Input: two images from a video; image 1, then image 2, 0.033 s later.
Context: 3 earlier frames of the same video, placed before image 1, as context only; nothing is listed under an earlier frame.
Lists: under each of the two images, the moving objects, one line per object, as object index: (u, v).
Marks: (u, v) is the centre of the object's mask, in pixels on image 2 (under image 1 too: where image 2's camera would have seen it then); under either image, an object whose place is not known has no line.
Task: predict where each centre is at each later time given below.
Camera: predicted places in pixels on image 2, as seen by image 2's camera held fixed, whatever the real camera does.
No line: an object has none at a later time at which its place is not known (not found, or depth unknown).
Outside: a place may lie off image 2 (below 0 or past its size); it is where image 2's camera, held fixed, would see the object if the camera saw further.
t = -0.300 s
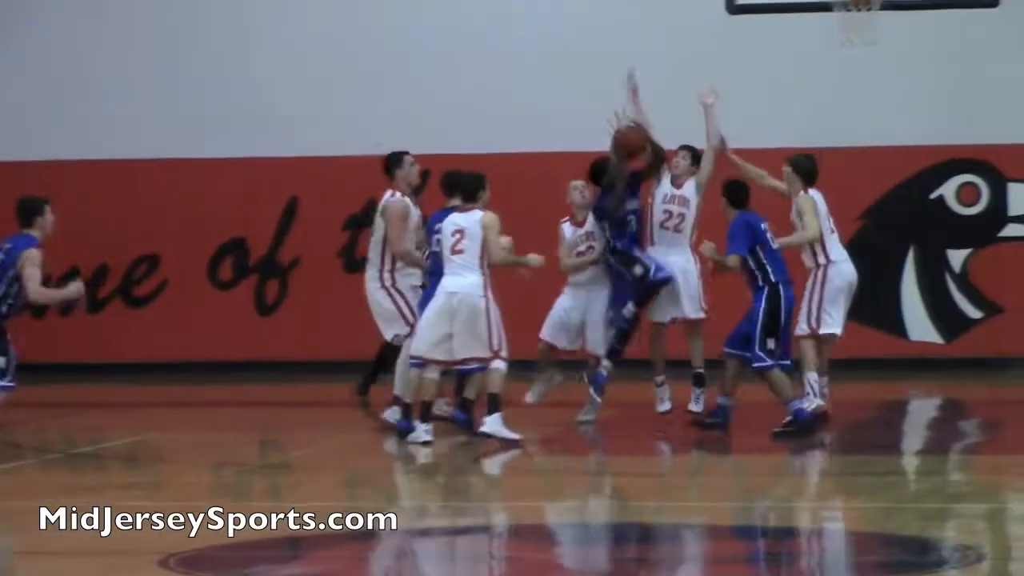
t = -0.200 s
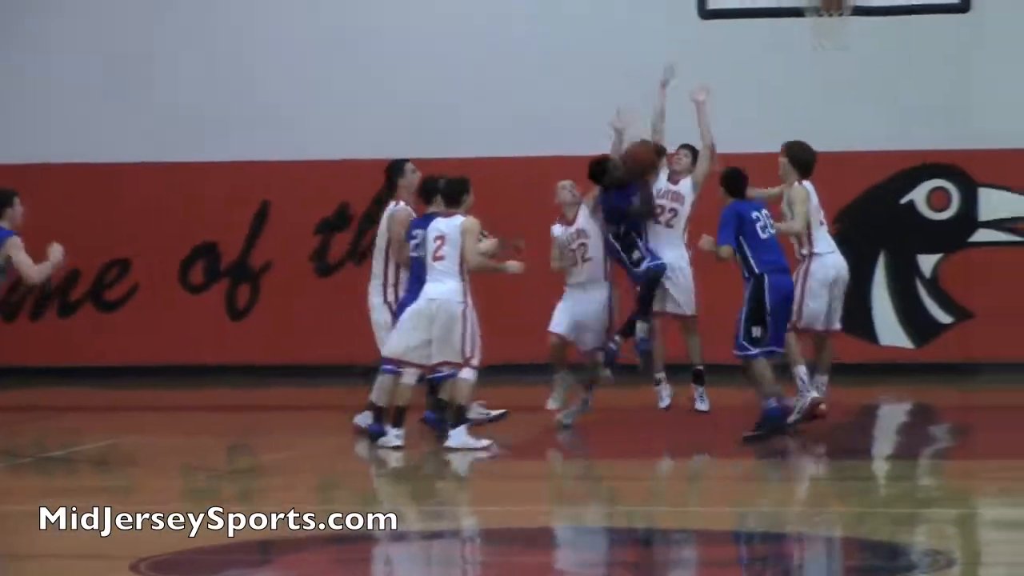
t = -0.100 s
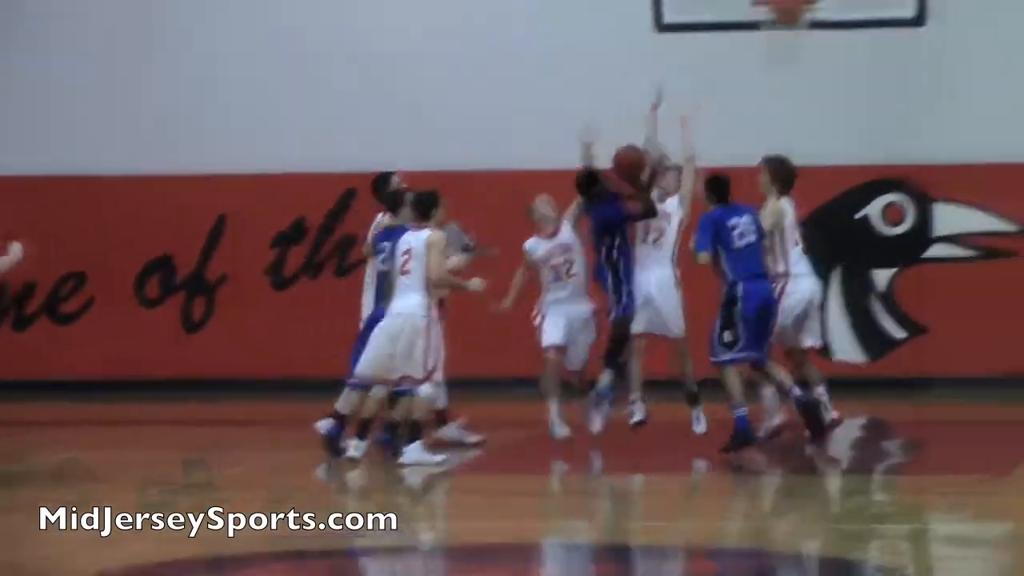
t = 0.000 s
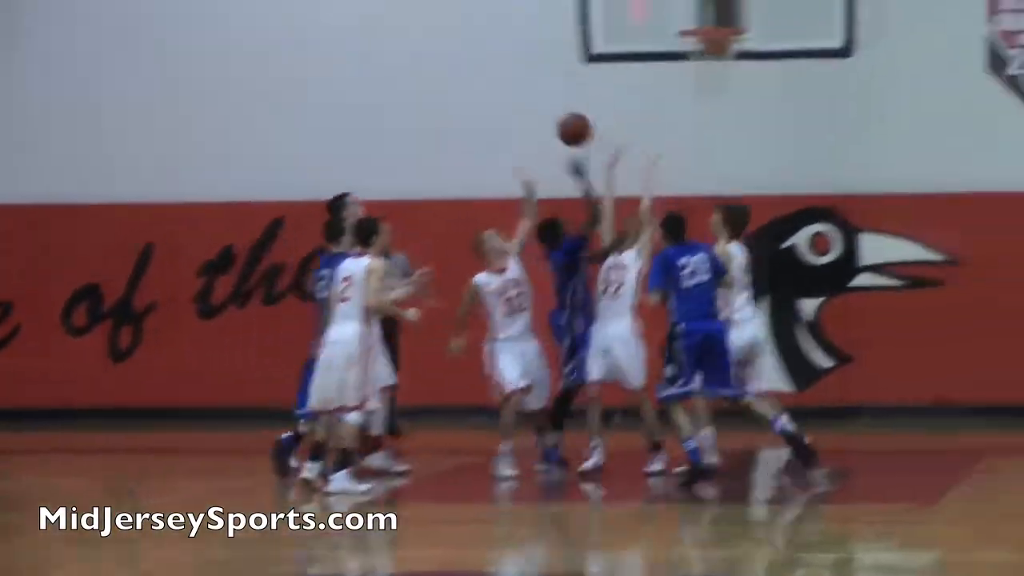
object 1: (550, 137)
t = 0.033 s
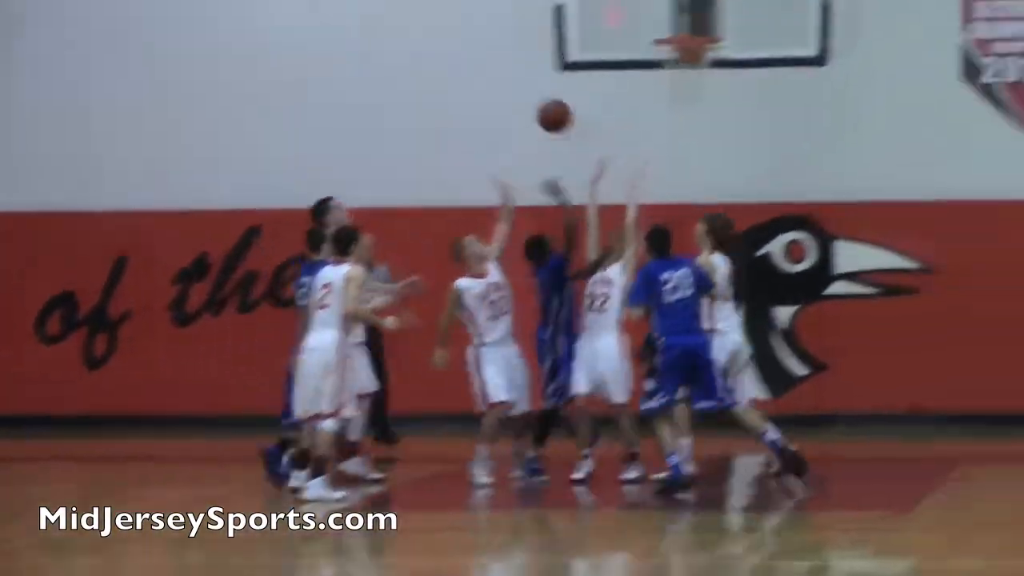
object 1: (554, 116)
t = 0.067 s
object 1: (559, 96)
